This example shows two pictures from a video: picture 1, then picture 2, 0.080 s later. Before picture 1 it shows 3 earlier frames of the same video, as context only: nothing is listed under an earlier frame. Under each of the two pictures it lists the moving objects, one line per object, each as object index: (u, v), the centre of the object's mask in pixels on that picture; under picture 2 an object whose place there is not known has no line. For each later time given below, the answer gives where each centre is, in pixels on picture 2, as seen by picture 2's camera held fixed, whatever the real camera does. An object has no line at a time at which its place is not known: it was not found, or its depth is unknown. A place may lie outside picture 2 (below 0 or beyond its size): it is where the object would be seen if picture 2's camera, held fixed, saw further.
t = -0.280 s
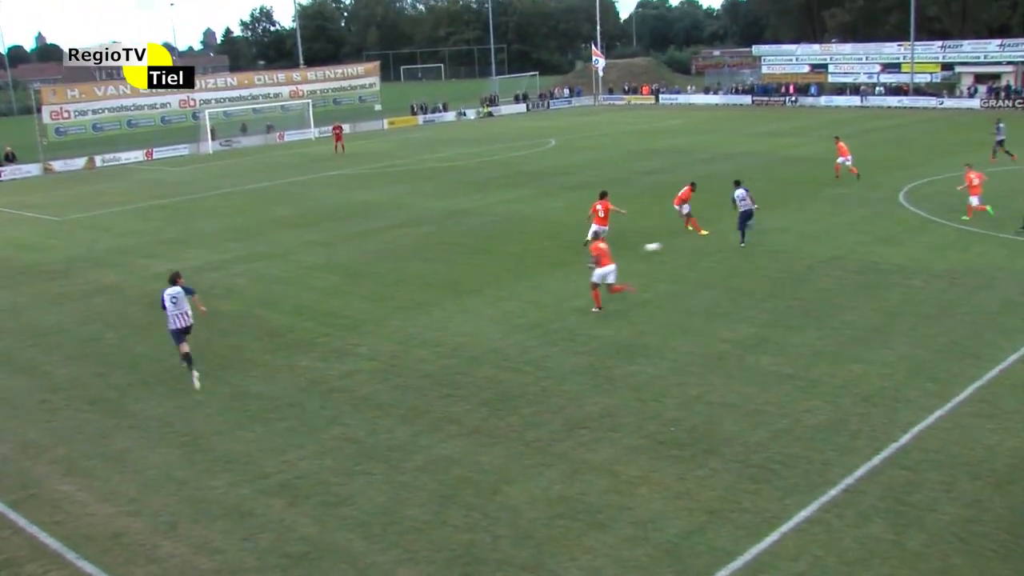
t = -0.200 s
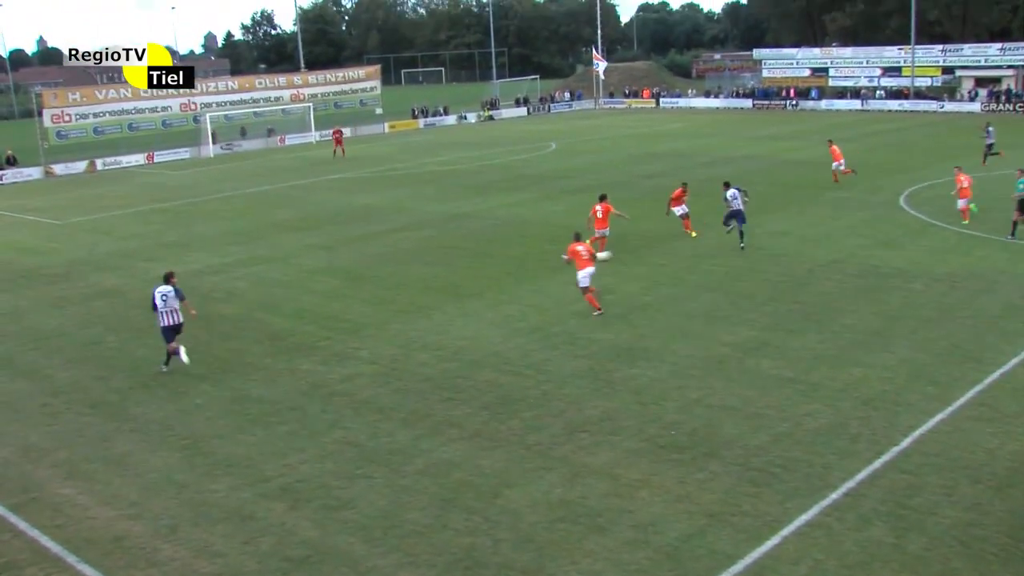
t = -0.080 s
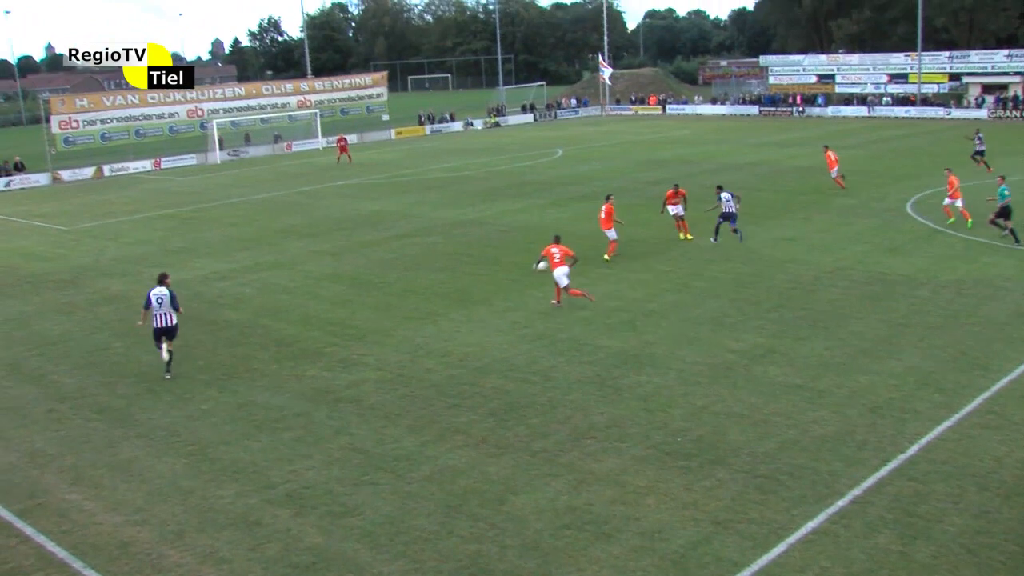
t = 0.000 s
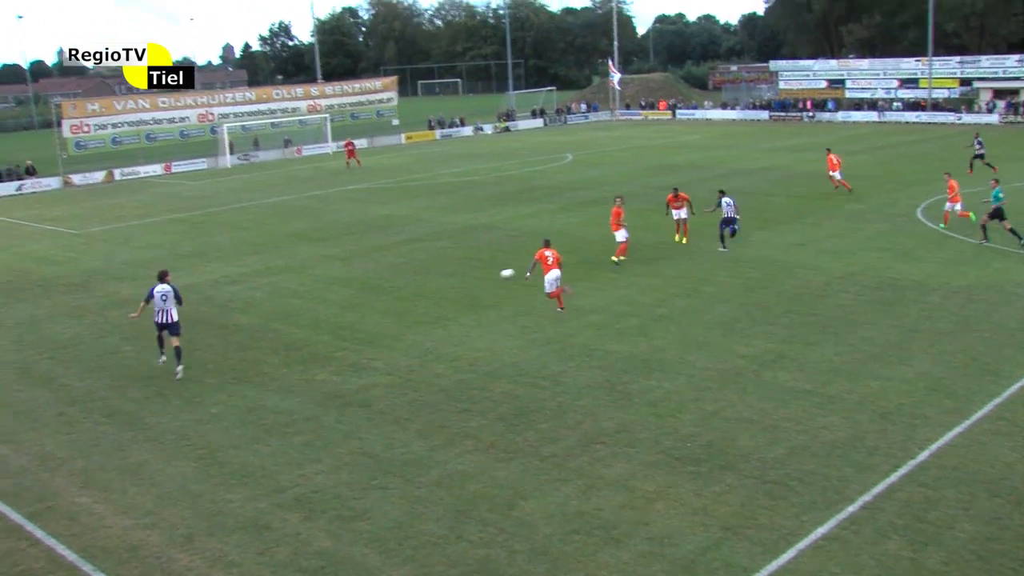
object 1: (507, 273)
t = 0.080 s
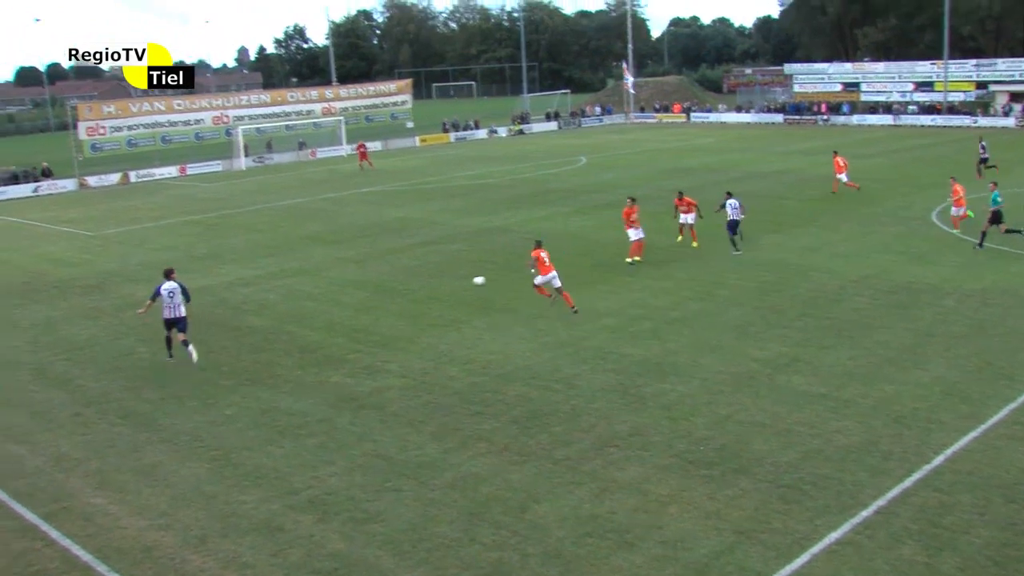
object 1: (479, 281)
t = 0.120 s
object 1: (461, 281)
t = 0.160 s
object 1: (445, 281)
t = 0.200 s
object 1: (430, 281)
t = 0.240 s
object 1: (414, 283)
